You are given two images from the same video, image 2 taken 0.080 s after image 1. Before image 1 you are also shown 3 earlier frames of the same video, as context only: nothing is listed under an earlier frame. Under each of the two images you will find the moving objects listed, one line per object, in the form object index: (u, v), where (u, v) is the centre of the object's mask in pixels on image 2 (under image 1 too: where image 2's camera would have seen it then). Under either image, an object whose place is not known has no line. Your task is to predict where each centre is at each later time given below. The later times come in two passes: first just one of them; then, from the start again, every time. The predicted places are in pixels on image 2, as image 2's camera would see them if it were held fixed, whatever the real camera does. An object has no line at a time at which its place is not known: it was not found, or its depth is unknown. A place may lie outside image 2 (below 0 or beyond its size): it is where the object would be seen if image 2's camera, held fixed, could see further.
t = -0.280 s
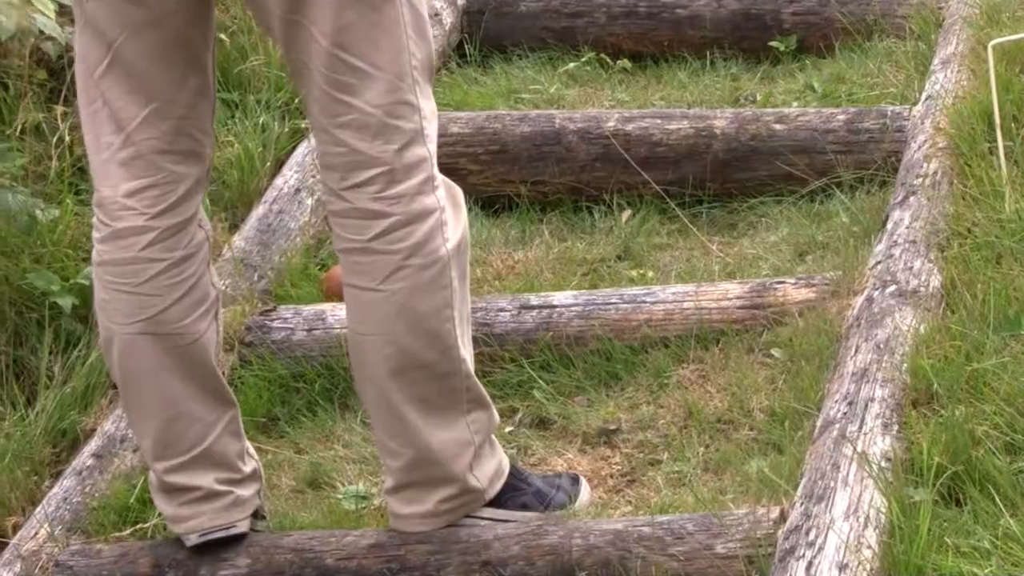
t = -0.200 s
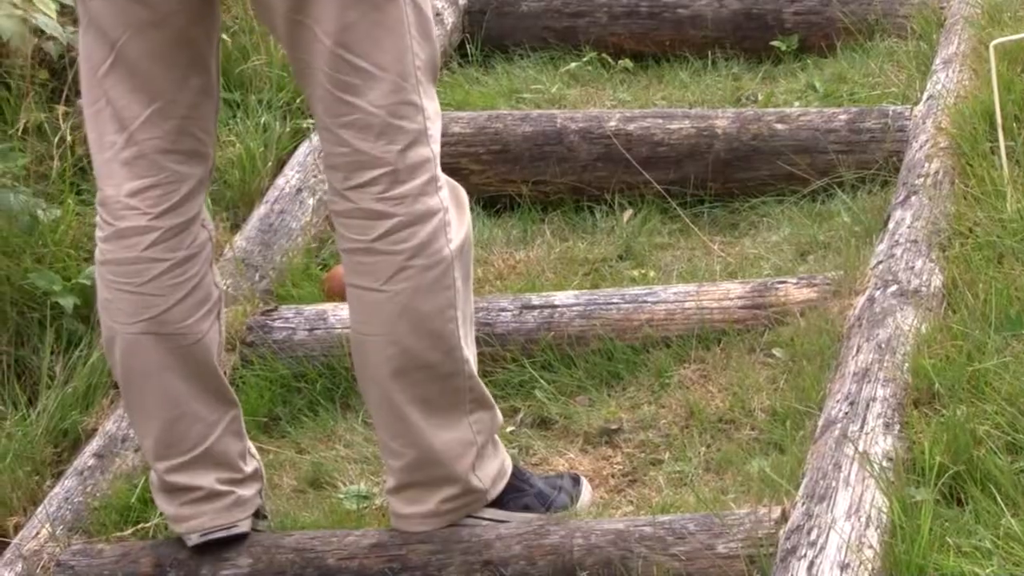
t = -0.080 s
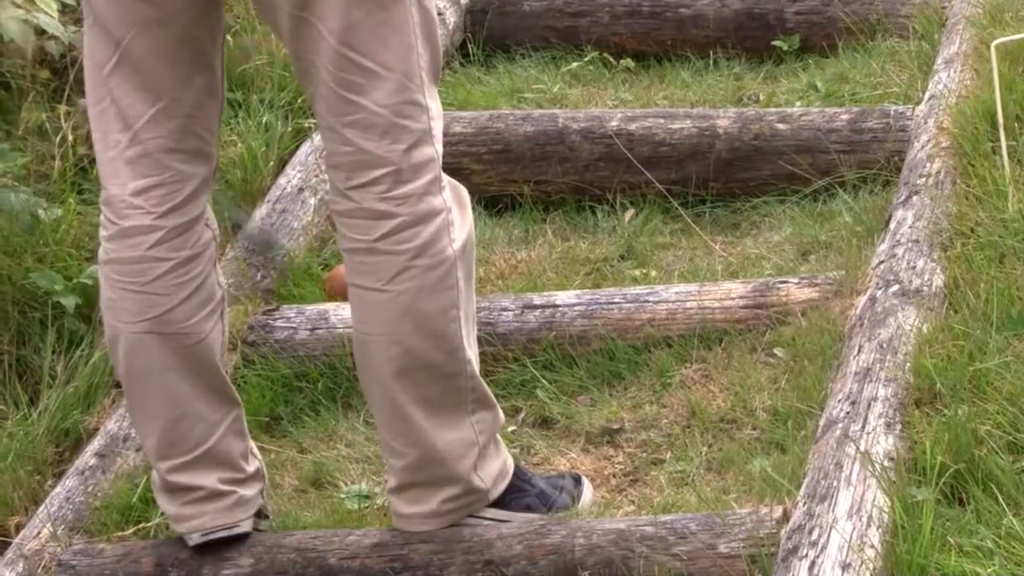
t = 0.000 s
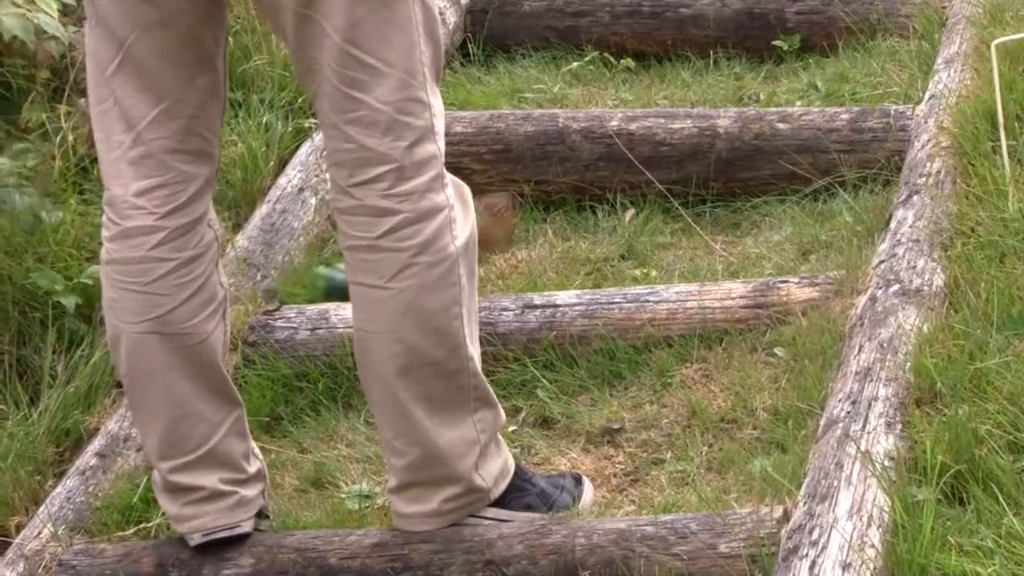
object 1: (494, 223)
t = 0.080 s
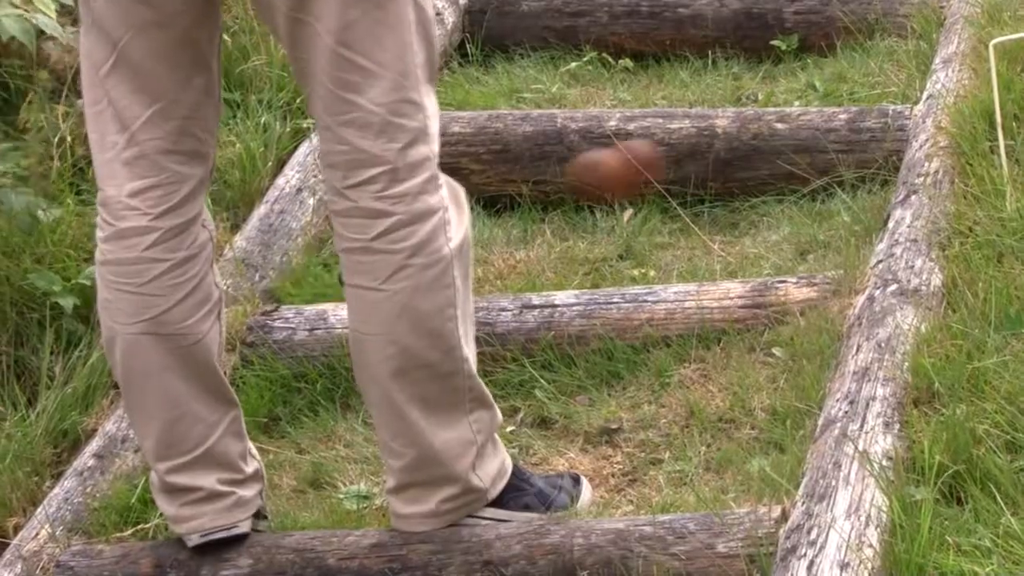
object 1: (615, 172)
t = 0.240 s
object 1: (929, 181)
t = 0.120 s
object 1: (690, 156)
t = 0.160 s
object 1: (770, 152)
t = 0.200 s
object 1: (845, 158)
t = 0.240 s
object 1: (929, 181)
